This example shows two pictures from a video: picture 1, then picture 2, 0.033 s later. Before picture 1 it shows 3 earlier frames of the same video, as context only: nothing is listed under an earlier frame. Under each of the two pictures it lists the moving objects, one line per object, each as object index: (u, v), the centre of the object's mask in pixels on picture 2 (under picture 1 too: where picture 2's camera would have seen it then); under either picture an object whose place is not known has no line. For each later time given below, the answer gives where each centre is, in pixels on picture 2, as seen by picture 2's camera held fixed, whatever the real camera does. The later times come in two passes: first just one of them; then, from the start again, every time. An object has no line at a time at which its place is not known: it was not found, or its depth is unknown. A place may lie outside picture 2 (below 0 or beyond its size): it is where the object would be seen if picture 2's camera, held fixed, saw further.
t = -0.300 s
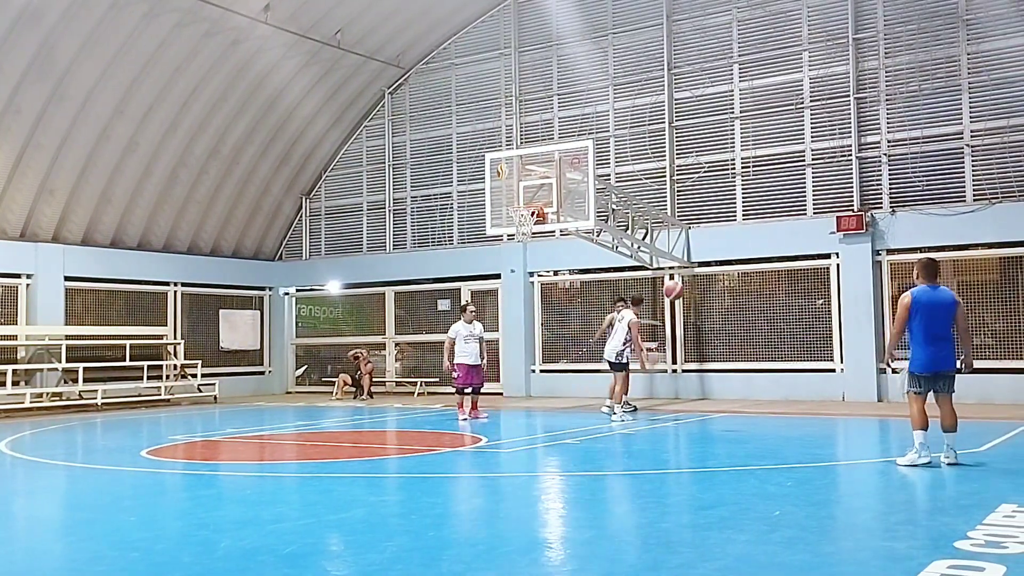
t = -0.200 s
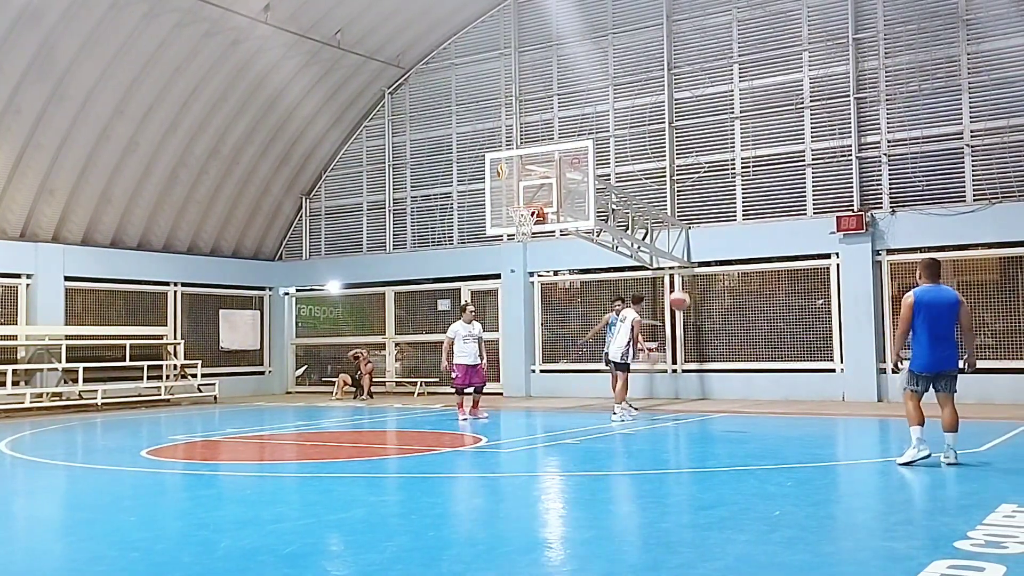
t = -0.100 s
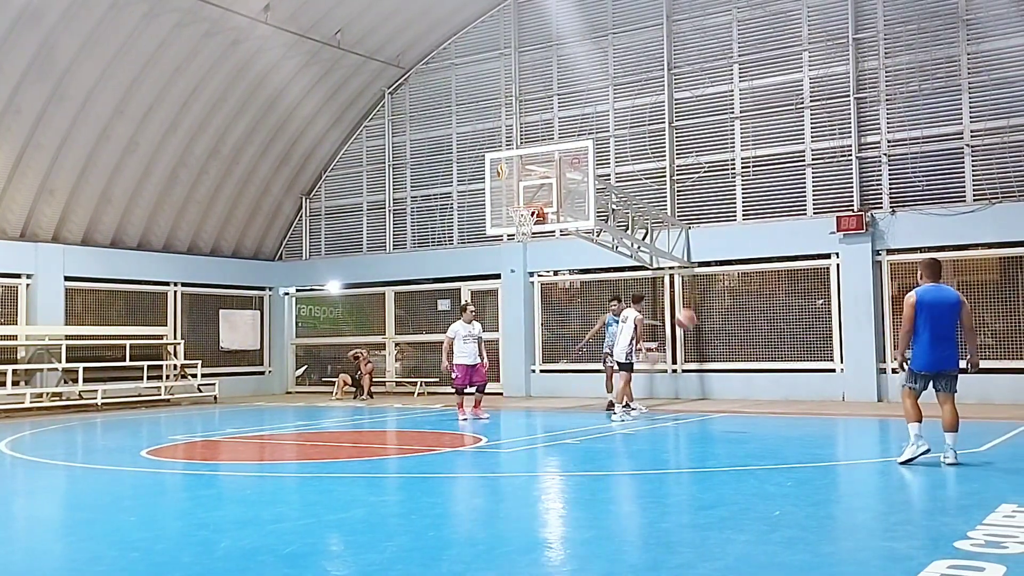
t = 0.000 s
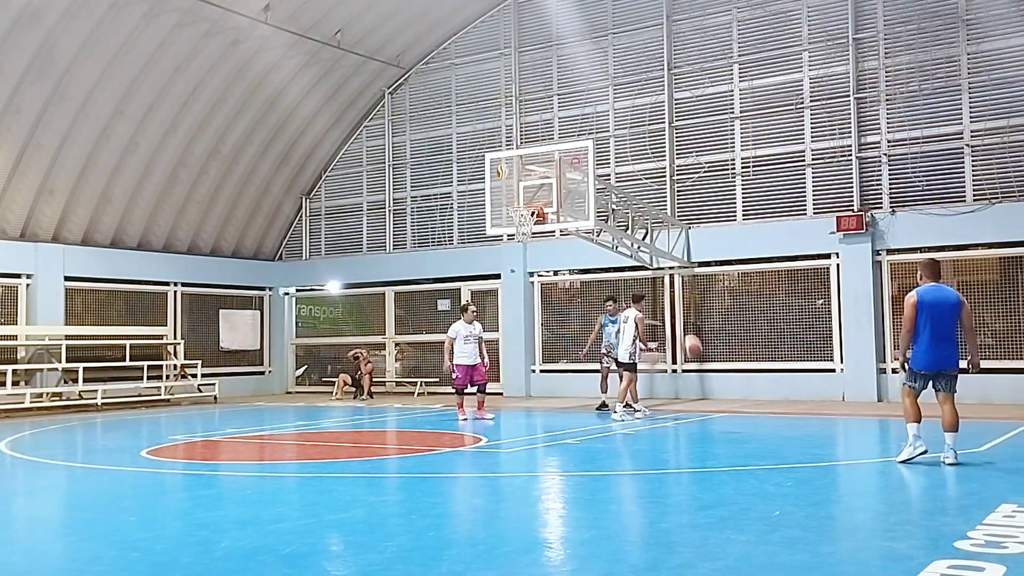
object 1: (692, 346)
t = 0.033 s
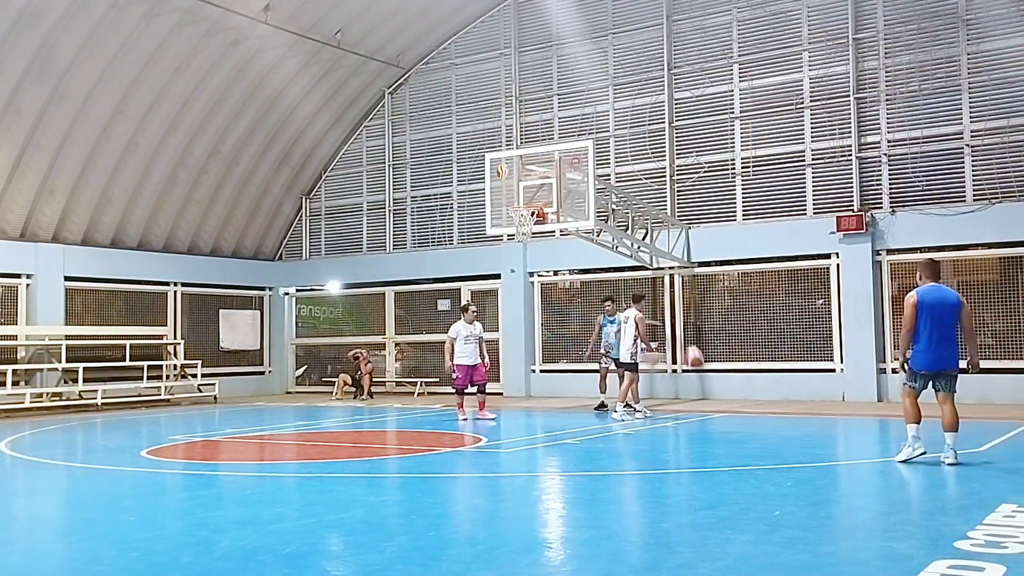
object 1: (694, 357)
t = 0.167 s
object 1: (704, 414)
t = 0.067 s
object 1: (697, 370)
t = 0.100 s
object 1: (699, 385)
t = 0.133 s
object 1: (701, 399)
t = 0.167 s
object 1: (704, 414)
